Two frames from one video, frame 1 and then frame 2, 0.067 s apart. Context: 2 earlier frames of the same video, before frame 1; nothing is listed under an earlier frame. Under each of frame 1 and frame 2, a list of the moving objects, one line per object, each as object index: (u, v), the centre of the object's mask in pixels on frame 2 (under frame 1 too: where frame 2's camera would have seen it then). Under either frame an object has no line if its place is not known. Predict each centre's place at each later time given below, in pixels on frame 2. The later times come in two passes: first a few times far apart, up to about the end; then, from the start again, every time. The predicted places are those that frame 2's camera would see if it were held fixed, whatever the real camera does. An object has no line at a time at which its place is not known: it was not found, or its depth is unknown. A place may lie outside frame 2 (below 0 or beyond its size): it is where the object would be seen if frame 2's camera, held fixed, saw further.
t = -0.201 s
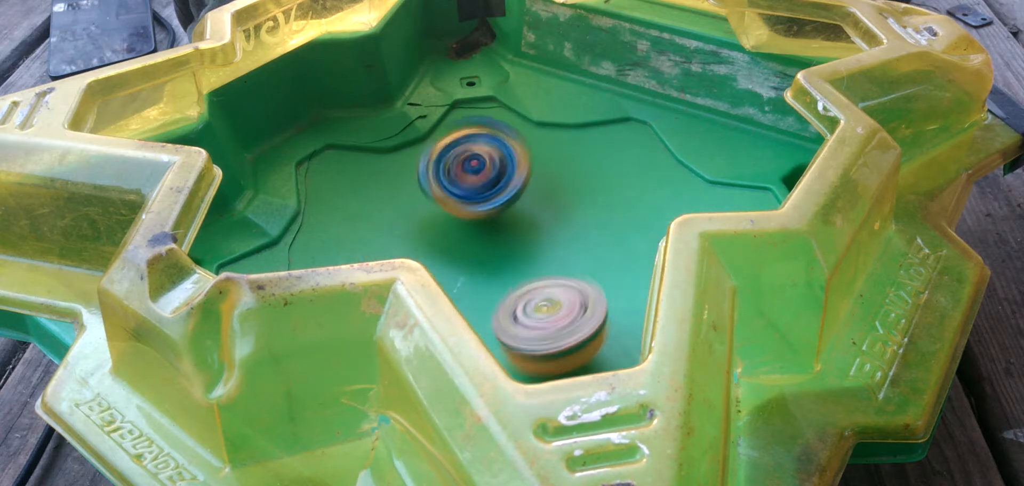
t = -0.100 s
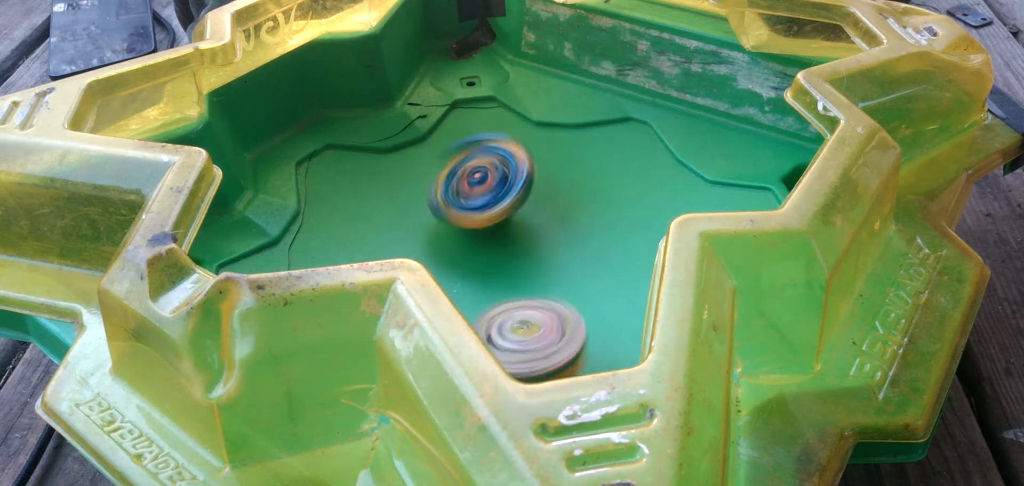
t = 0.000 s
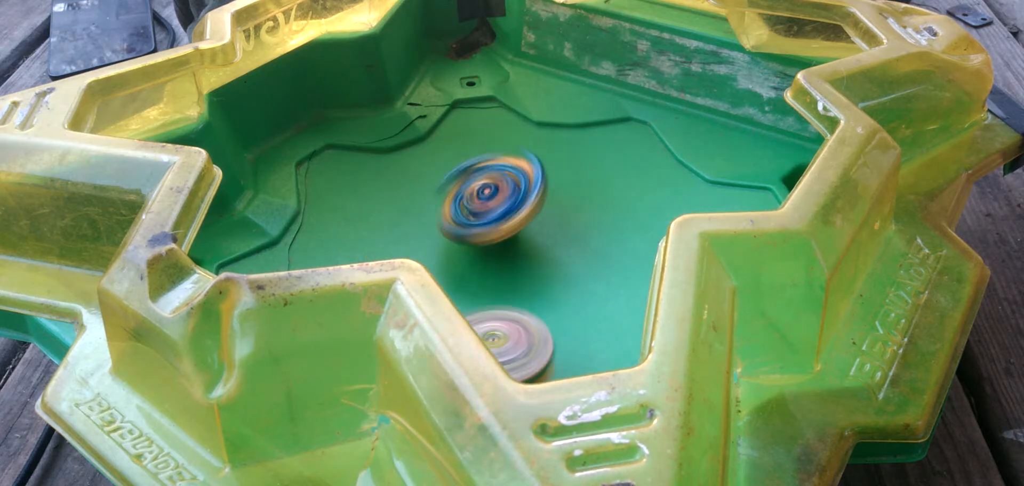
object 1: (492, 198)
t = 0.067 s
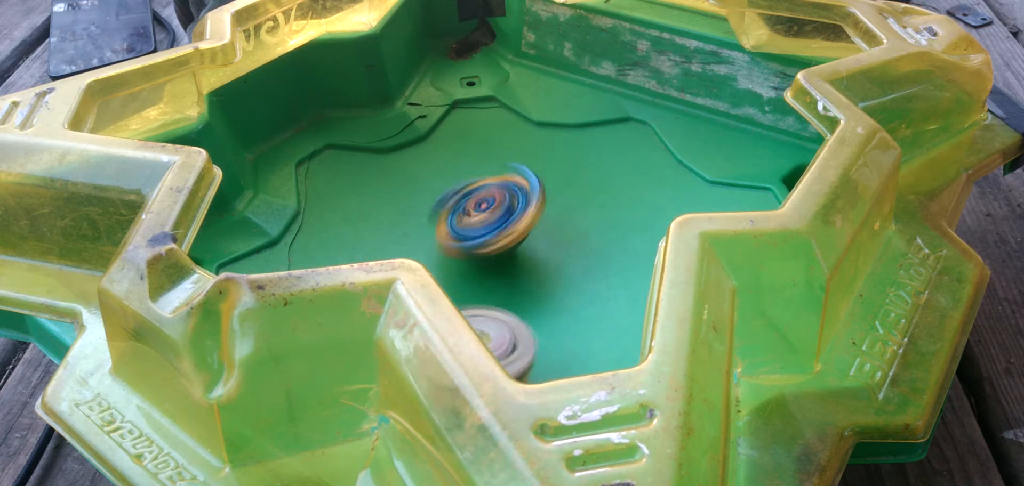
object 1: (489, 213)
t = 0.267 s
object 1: (477, 247)
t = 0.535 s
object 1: (534, 224)
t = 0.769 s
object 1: (545, 231)
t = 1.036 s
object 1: (509, 260)
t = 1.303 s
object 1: (477, 272)
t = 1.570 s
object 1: (473, 261)
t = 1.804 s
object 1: (467, 247)
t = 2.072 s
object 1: (500, 227)
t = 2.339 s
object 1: (547, 244)
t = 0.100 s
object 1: (487, 222)
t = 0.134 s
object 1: (484, 229)
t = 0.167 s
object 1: (479, 237)
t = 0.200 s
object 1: (475, 241)
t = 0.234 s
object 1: (473, 245)
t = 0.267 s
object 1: (477, 247)
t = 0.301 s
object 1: (490, 245)
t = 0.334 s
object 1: (497, 239)
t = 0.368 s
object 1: (502, 239)
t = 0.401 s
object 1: (507, 237)
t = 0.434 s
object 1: (511, 231)
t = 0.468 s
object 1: (517, 226)
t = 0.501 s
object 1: (526, 224)
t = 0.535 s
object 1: (534, 224)
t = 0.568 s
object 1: (538, 225)
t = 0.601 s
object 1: (543, 225)
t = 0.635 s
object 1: (546, 224)
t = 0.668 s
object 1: (549, 225)
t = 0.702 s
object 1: (549, 226)
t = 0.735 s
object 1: (547, 229)
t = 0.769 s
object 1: (545, 231)
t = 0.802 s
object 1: (547, 240)
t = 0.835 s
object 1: (550, 244)
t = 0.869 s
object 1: (550, 249)
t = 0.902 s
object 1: (546, 255)
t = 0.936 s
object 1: (539, 257)
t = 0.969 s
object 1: (530, 259)
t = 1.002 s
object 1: (521, 260)
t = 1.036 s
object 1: (509, 260)
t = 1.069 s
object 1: (499, 261)
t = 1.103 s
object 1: (491, 265)
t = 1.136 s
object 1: (484, 267)
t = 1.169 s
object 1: (481, 269)
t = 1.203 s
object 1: (479, 271)
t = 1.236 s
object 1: (478, 271)
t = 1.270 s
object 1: (477, 272)
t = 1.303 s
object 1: (477, 272)
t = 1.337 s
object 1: (477, 271)
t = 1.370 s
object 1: (478, 271)
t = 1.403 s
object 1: (480, 270)
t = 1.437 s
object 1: (481, 269)
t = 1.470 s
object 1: (481, 267)
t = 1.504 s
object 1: (479, 266)
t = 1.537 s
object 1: (477, 265)
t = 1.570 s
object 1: (473, 261)
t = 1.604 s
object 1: (473, 259)
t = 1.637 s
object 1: (472, 258)
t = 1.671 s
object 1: (470, 257)
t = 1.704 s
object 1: (466, 252)
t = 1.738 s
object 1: (466, 250)
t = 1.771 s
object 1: (466, 249)
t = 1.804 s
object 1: (467, 247)
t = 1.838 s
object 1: (467, 245)
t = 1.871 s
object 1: (467, 242)
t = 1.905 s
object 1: (468, 239)
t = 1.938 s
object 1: (468, 238)
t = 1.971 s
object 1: (474, 234)
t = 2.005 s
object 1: (482, 231)
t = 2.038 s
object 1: (491, 228)
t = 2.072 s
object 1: (500, 227)
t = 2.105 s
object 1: (509, 228)
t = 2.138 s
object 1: (517, 230)
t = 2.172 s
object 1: (523, 233)
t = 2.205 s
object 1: (528, 236)
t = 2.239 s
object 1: (533, 238)
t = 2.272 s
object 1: (538, 241)
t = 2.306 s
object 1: (545, 243)
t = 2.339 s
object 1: (547, 244)
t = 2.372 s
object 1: (548, 245)
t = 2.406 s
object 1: (555, 245)
